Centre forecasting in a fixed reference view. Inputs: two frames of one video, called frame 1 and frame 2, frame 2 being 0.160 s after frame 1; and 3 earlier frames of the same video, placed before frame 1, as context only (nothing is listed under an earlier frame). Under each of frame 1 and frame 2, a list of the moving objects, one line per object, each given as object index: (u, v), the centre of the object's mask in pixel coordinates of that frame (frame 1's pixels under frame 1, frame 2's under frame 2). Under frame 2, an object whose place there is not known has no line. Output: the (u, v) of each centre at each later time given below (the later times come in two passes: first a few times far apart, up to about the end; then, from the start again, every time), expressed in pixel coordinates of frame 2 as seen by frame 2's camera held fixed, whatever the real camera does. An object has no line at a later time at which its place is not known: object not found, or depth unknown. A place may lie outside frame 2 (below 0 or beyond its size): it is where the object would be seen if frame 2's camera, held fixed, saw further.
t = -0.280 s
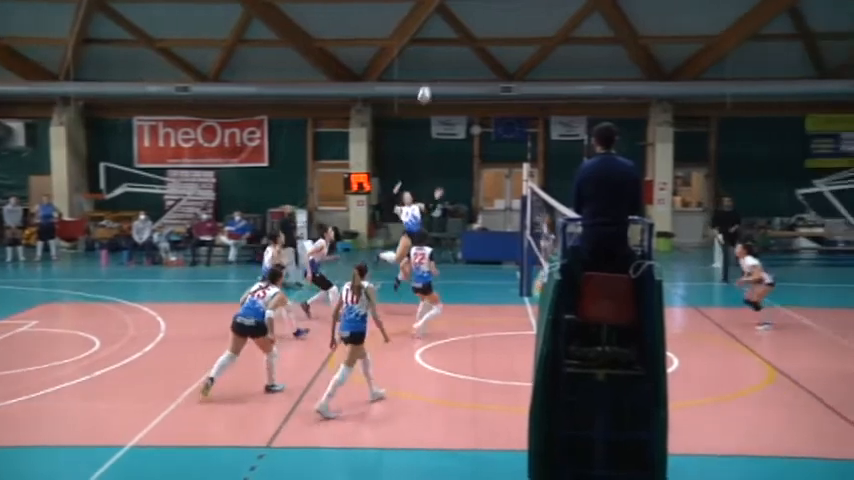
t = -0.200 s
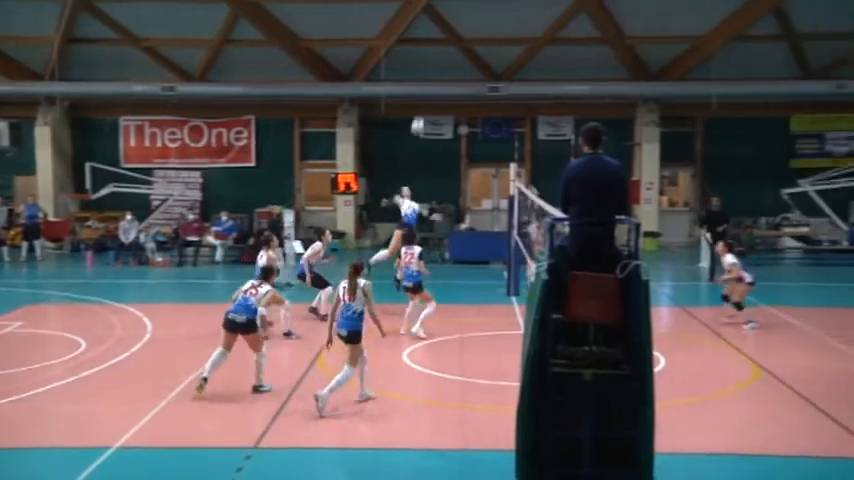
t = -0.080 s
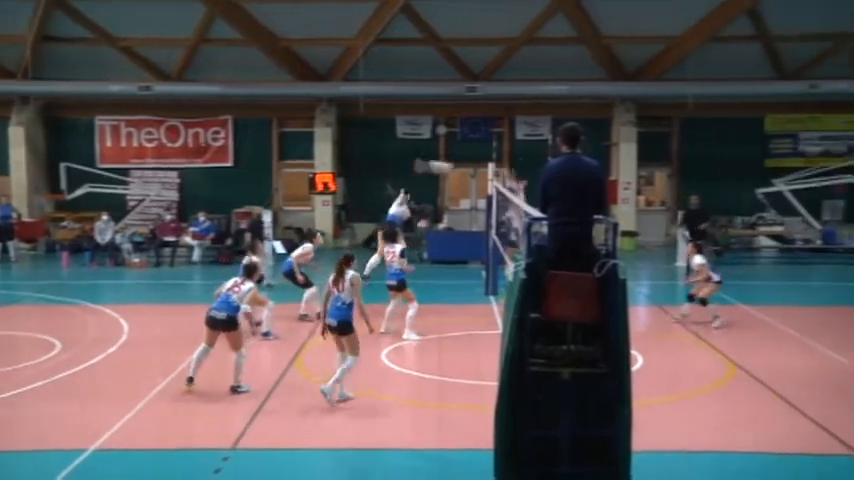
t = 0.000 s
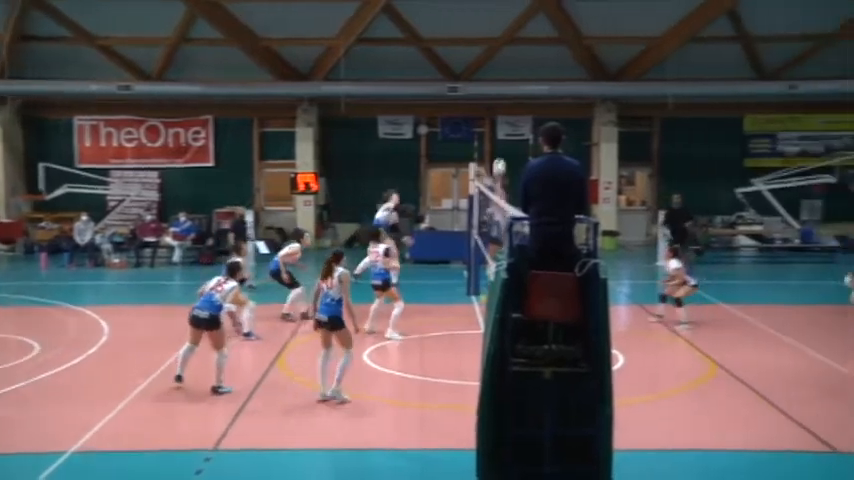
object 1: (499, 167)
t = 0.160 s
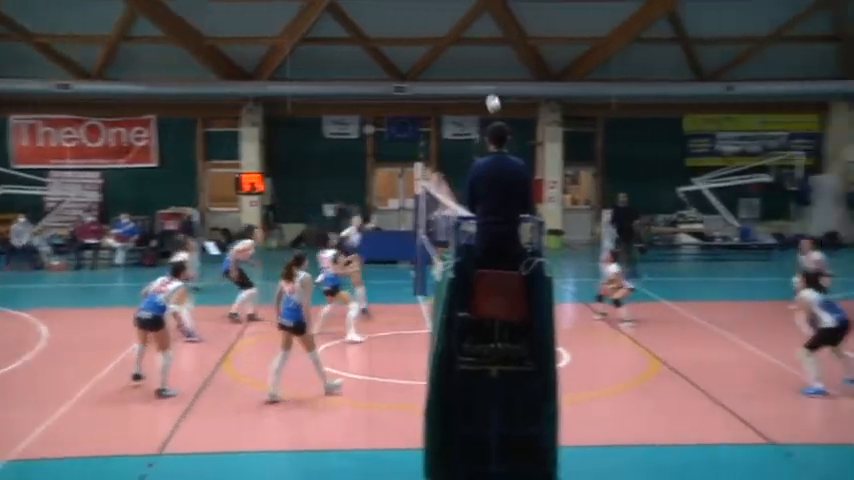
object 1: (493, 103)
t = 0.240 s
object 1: (518, 76)
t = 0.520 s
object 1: (614, 14)
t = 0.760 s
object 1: (705, 3)
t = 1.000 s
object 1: (804, 38)
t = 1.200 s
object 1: (888, 107)
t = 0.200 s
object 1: (505, 90)
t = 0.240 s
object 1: (518, 76)
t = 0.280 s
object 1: (531, 64)
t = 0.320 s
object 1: (545, 53)
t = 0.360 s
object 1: (558, 44)
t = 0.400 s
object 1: (572, 35)
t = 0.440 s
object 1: (585, 27)
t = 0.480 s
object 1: (600, 19)
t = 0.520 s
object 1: (614, 14)
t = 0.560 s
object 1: (630, 9)
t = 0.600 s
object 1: (644, 6)
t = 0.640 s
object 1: (660, 4)
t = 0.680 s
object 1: (675, 3)
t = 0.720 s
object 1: (690, 2)
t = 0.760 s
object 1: (705, 3)
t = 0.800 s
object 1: (722, 5)
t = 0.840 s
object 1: (738, 9)
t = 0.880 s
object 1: (754, 14)
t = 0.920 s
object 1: (770, 21)
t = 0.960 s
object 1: (787, 29)
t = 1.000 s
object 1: (804, 38)
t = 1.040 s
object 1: (821, 49)
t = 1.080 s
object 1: (837, 61)
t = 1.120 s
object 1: (854, 73)
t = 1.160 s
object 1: (871, 90)
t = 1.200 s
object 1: (888, 107)
